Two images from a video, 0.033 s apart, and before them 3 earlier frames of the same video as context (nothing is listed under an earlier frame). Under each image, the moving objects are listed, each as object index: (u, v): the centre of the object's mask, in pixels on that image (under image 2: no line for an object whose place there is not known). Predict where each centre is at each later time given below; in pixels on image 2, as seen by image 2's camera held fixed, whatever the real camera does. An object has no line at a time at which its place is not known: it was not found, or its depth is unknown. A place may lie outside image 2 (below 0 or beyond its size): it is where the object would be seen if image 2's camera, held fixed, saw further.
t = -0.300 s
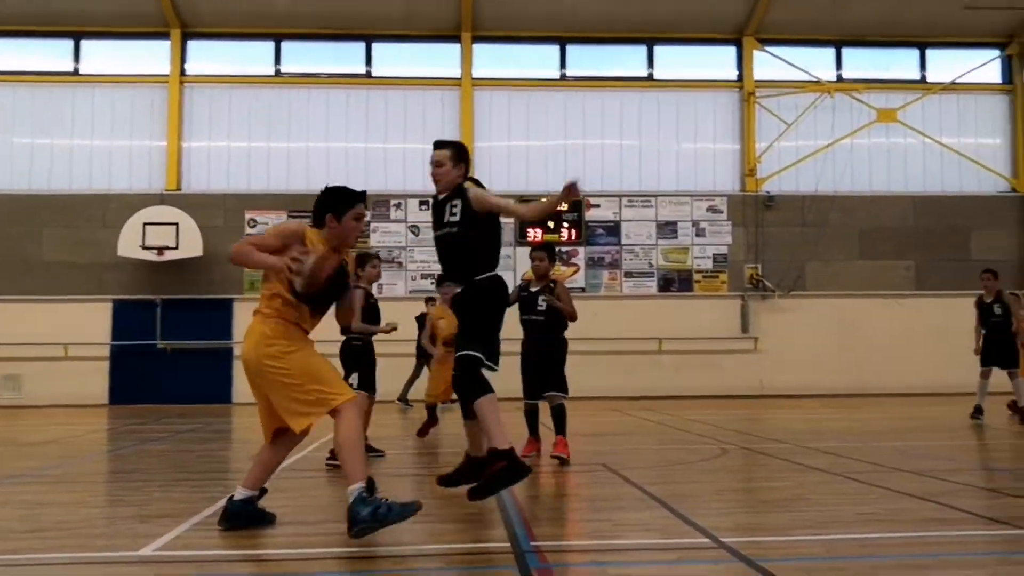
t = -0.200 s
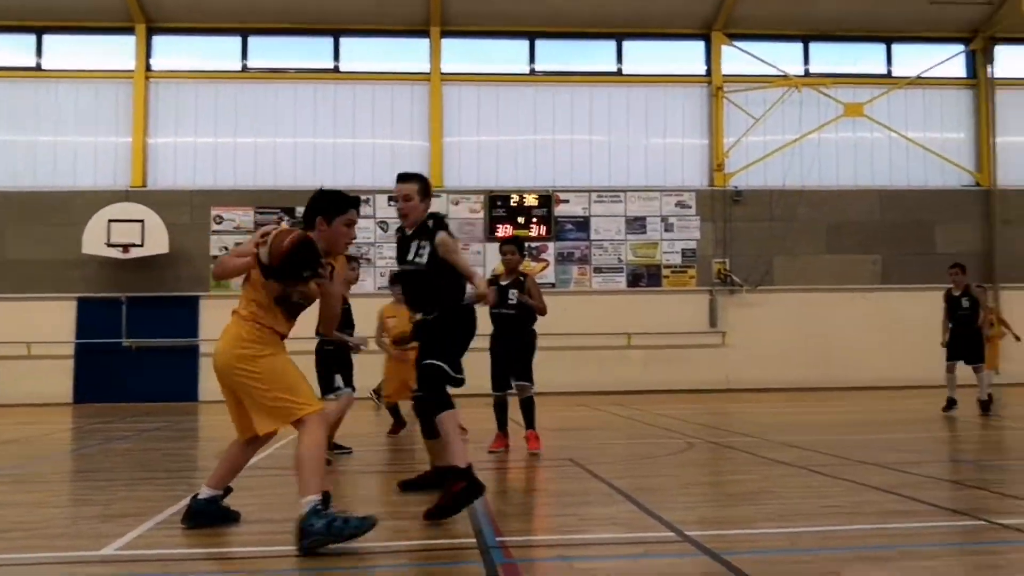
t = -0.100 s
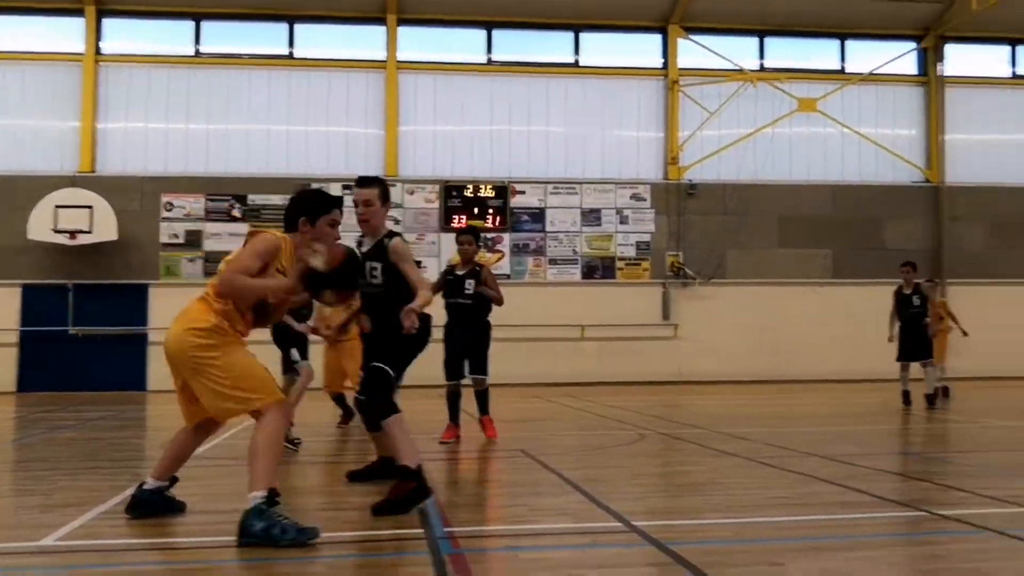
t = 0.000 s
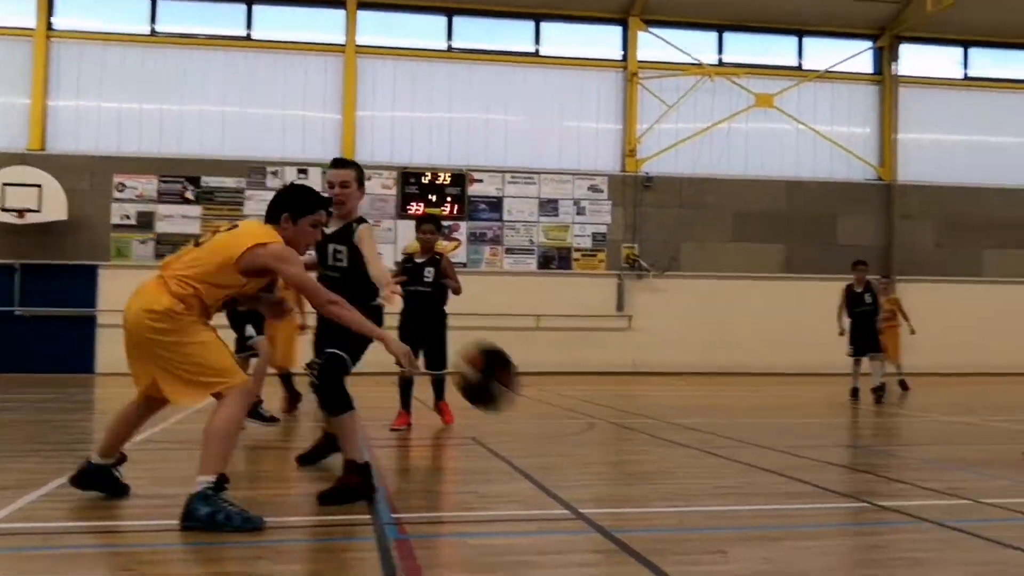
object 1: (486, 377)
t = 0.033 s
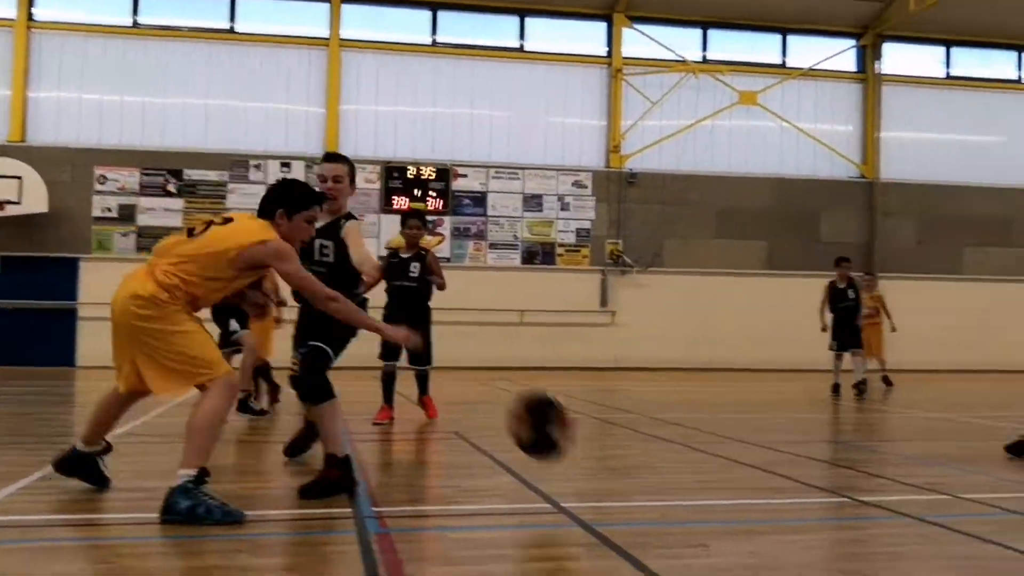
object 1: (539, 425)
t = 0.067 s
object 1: (608, 479)
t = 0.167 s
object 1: (699, 358)
